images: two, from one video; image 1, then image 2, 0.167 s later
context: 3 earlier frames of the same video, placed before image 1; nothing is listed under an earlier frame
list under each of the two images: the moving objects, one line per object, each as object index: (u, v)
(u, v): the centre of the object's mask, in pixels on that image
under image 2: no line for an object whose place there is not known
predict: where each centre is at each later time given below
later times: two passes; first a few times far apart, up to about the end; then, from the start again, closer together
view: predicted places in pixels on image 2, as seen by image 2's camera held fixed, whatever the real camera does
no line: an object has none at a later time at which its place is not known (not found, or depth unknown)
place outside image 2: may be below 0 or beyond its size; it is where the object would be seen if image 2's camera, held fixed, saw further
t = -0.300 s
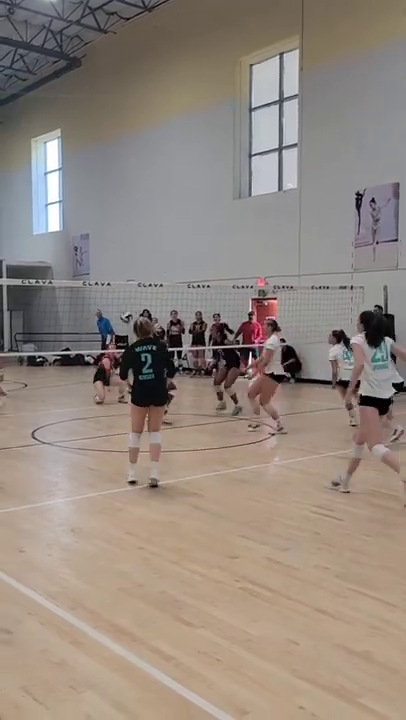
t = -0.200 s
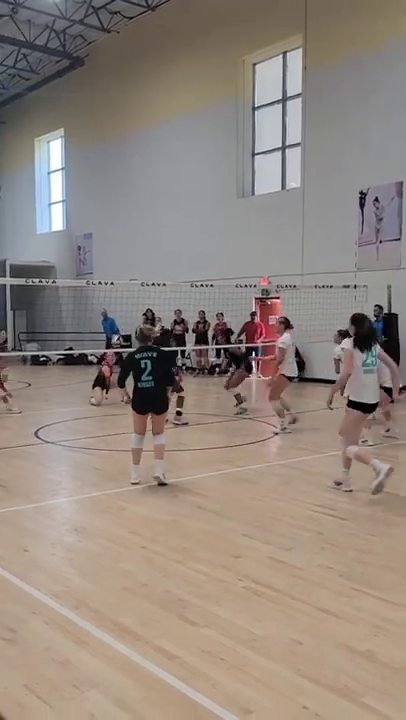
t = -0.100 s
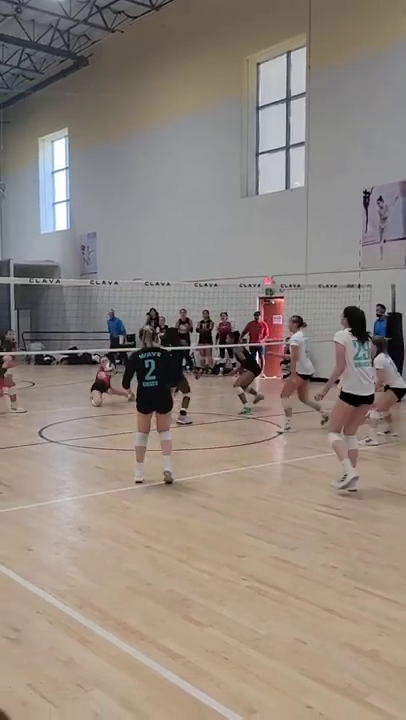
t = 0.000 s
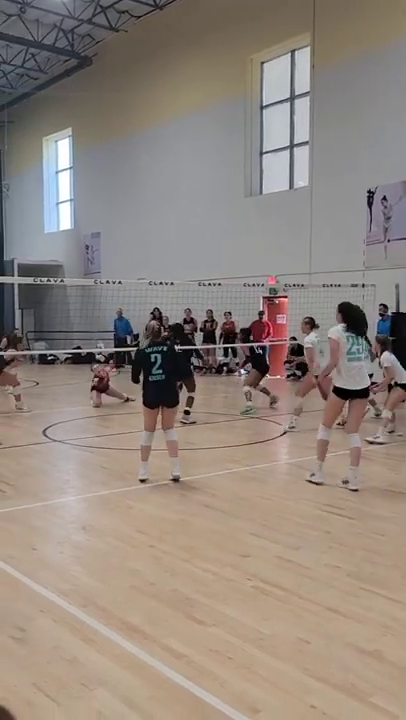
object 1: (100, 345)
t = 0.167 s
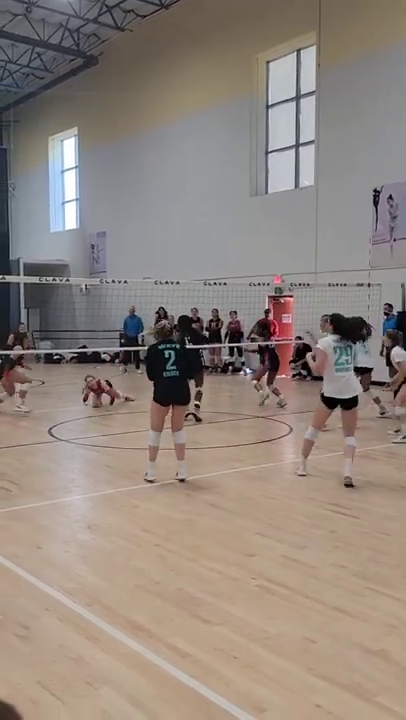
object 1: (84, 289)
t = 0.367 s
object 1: (59, 238)
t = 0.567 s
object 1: (33, 206)
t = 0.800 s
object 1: (2, 201)
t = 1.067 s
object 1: (-33, 236)
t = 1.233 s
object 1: (-56, 284)
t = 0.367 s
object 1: (59, 238)
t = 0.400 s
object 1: (55, 231)
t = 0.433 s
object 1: (51, 225)
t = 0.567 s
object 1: (33, 206)
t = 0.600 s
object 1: (27, 204)
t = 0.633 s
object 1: (24, 201)
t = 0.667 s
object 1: (21, 199)
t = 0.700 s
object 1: (15, 198)
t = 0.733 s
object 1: (11, 199)
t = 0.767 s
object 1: (6, 199)
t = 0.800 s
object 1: (2, 201)
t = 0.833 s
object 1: (-2, 202)
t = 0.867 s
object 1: (-7, 204)
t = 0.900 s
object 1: (-11, 208)
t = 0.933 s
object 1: (-16, 212)
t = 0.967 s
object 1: (-20, 217)
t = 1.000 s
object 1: (-25, 223)
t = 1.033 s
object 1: (-29, 229)
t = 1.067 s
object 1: (-33, 236)
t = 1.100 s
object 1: (-38, 244)
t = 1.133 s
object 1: (-43, 253)
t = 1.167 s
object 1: (-47, 262)
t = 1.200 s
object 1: (-51, 269)
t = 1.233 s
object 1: (-56, 284)
